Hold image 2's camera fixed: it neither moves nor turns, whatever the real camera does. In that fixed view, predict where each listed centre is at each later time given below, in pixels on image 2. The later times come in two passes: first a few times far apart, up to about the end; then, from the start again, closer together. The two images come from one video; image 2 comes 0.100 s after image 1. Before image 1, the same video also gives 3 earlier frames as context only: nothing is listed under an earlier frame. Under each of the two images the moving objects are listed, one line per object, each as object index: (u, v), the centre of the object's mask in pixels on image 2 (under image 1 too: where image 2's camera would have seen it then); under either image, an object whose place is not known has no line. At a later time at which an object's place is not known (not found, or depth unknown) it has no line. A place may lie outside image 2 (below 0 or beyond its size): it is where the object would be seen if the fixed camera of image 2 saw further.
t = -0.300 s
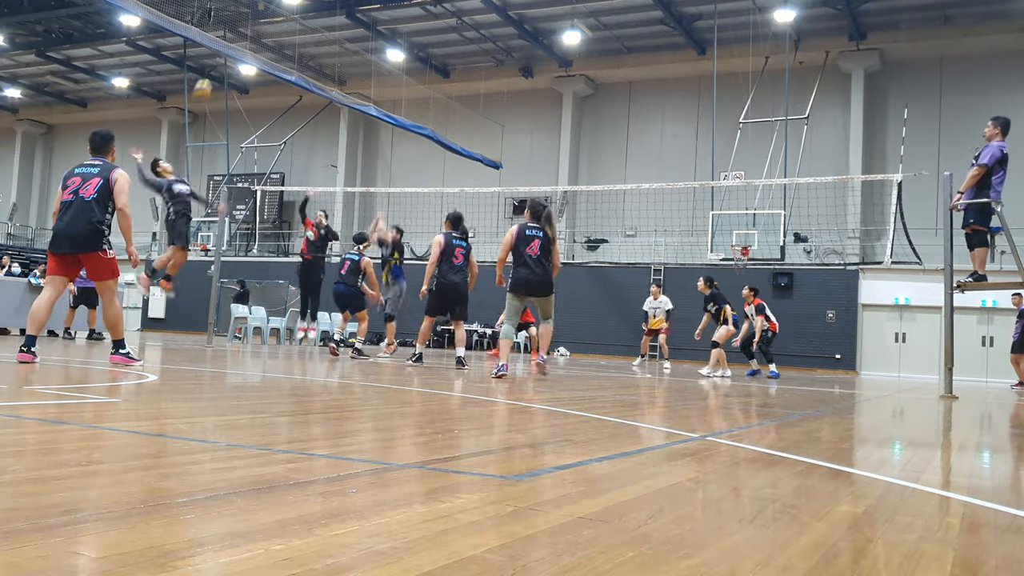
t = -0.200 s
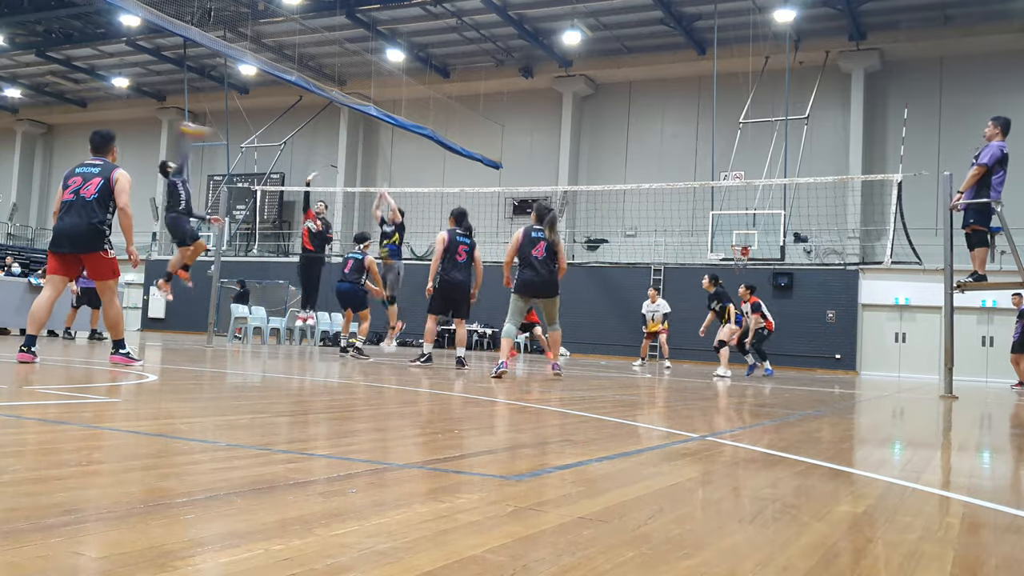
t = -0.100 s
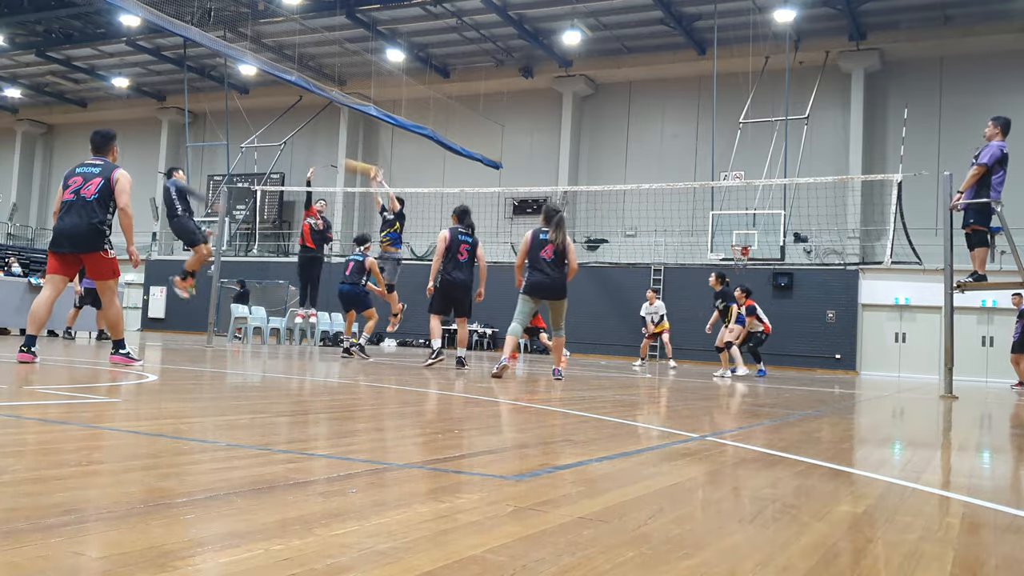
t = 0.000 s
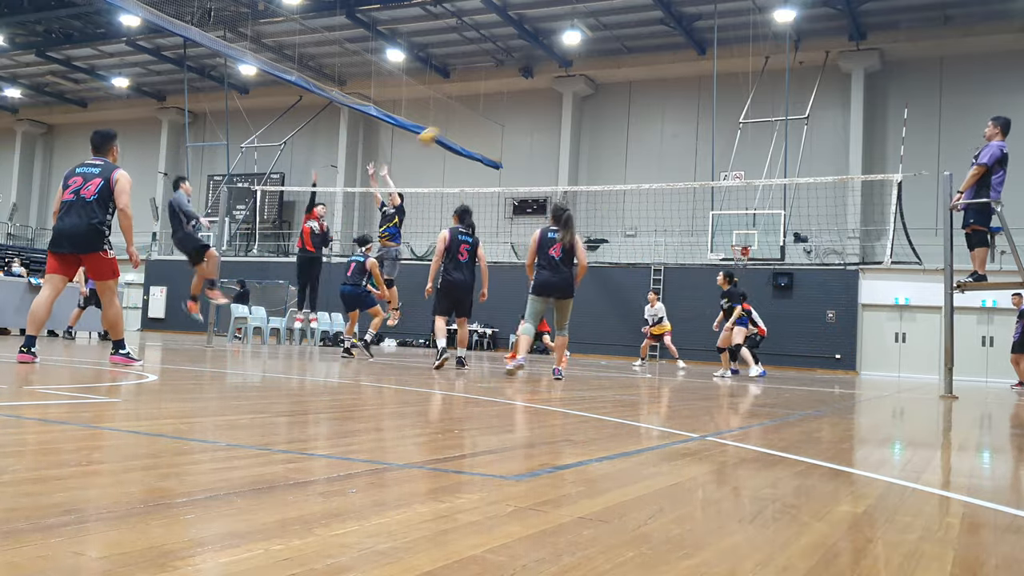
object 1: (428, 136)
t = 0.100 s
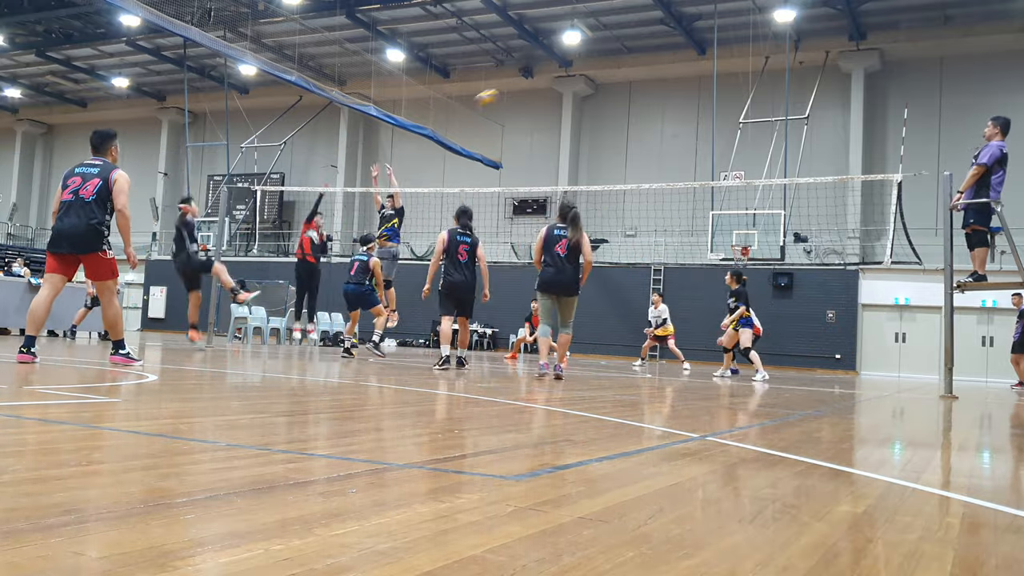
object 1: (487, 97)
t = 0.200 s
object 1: (548, 67)
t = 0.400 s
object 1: (674, 24)
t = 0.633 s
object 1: (829, 17)
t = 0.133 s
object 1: (506, 85)
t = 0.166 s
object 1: (527, 74)
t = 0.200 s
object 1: (548, 67)
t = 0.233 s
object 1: (567, 57)
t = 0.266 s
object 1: (589, 48)
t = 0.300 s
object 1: (609, 41)
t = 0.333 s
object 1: (631, 34)
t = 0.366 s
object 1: (653, 29)
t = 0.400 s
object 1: (674, 24)
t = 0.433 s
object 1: (695, 20)
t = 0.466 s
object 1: (717, 17)
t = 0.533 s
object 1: (761, 15)
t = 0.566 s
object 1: (785, 15)
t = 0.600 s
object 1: (807, 16)
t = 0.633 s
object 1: (829, 17)
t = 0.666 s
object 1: (851, 21)
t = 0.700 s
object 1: (874, 25)
